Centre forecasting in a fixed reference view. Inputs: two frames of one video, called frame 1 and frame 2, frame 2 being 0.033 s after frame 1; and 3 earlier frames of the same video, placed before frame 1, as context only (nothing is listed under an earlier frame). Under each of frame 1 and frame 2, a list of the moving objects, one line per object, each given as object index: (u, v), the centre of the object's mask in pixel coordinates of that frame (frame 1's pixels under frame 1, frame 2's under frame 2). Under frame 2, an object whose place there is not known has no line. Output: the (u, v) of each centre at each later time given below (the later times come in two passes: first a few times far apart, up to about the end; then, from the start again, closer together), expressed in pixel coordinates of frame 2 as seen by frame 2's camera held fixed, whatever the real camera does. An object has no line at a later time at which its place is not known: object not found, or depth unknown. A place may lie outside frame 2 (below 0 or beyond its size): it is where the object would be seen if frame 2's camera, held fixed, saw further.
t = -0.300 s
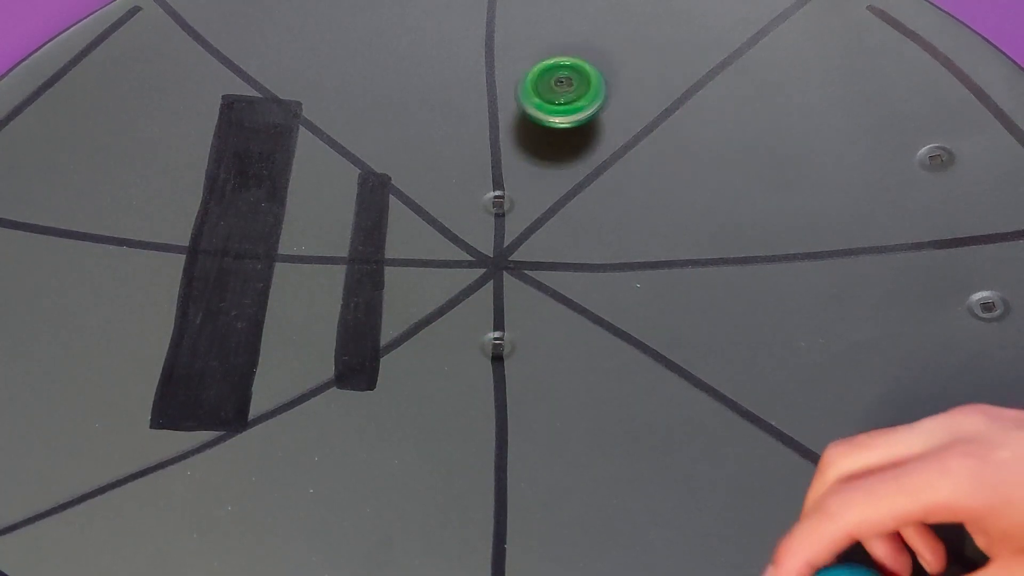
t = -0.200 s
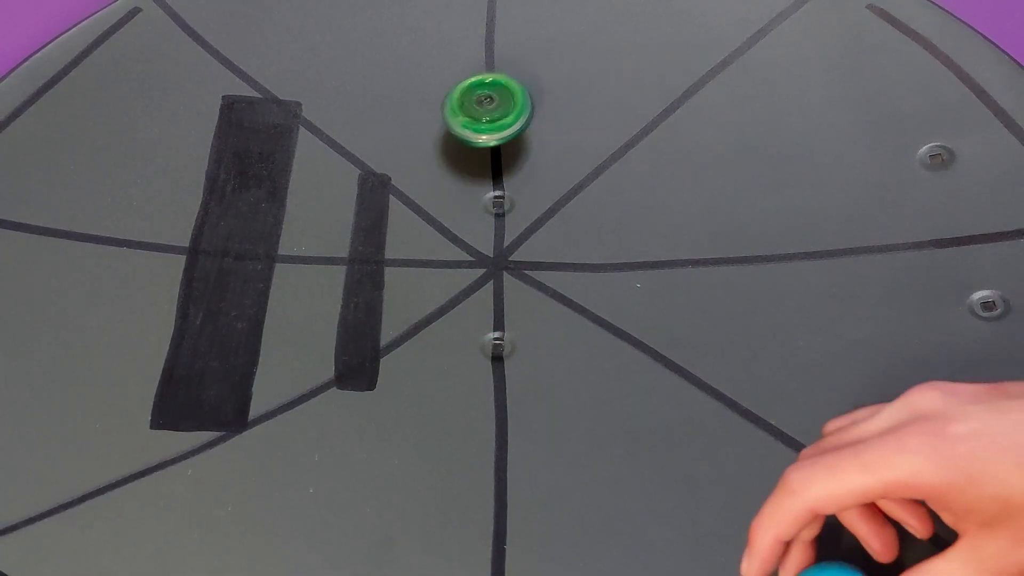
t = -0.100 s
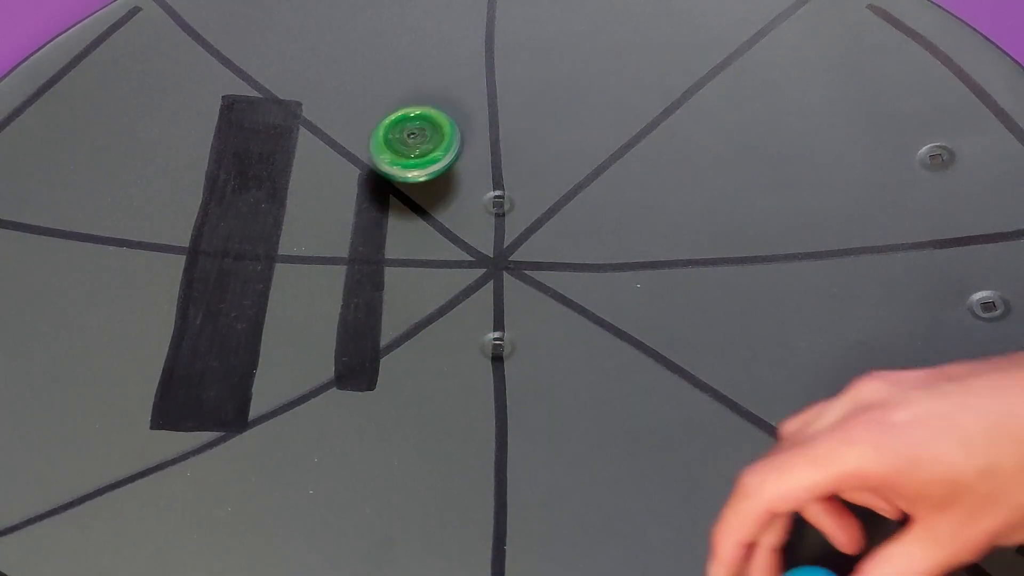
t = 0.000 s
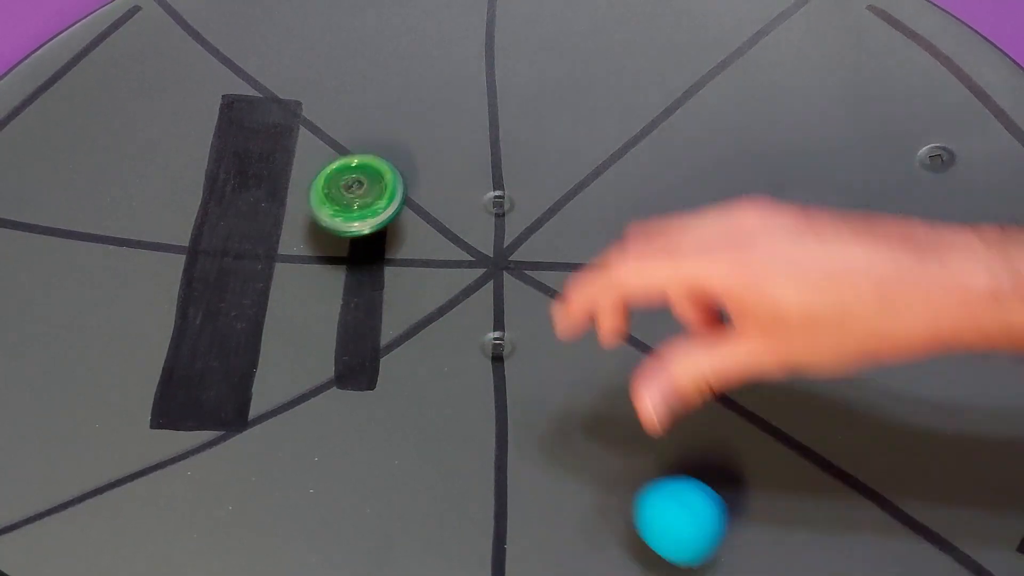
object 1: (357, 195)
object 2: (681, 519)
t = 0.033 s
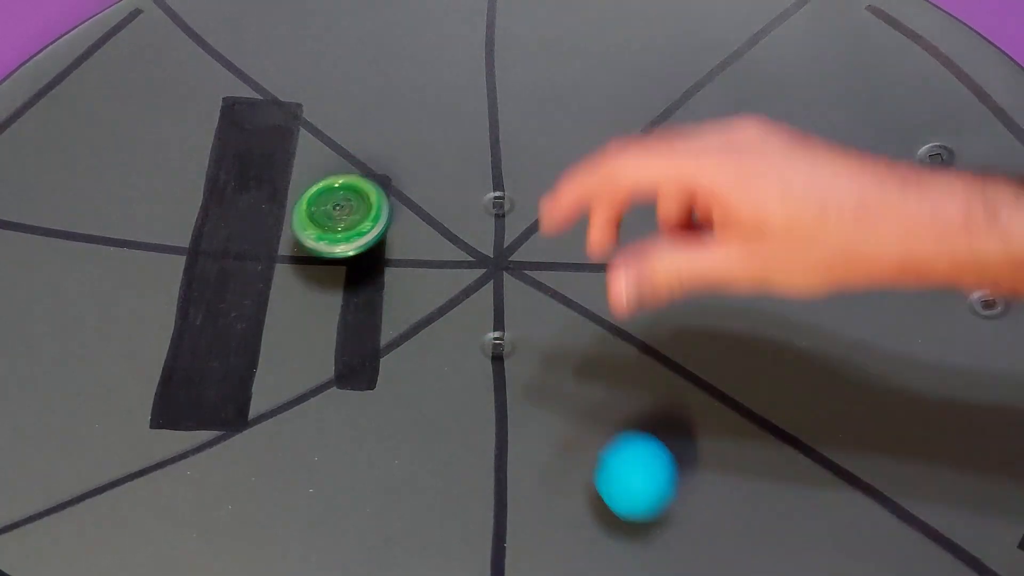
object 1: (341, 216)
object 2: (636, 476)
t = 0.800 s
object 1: (629, 389)
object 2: (392, 74)
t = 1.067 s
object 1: (681, 236)
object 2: (464, 171)
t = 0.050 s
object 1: (335, 227)
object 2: (618, 453)
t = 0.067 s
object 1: (329, 238)
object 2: (601, 433)
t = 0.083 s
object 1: (323, 248)
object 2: (583, 415)
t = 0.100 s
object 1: (319, 259)
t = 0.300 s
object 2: (424, 209)
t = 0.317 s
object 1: (330, 384)
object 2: (416, 198)
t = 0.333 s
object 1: (336, 394)
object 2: (409, 181)
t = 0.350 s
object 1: (342, 400)
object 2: (403, 168)
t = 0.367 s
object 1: (350, 407)
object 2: (398, 159)
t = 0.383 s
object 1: (357, 412)
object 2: (393, 152)
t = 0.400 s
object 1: (366, 418)
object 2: (387, 143)
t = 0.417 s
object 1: (375, 422)
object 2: (383, 132)
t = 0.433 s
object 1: (386, 428)
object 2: (380, 124)
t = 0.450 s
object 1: (397, 432)
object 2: (376, 116)
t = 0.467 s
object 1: (408, 436)
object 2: (373, 106)
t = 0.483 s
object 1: (421, 440)
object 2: (370, 98)
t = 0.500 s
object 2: (368, 91)
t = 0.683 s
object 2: (371, 49)
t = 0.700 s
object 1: (569, 424)
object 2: (374, 50)
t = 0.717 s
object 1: (579, 419)
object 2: (376, 52)
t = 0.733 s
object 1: (588, 414)
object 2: (379, 55)
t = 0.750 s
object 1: (599, 408)
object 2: (382, 59)
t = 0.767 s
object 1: (609, 402)
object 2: (385, 63)
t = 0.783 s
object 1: (619, 395)
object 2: (388, 68)
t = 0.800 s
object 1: (629, 389)
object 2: (392, 74)
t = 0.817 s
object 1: (638, 381)
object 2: (395, 80)
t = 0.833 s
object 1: (646, 373)
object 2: (398, 83)
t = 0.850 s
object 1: (655, 363)
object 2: (402, 88)
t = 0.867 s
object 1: (662, 354)
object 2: (406, 93)
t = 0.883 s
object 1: (669, 345)
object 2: (411, 98)
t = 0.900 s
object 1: (674, 336)
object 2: (416, 104)
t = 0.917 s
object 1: (679, 326)
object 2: (421, 110)
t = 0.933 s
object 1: (682, 316)
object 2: (426, 117)
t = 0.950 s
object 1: (684, 306)
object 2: (431, 124)
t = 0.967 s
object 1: (687, 296)
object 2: (435, 131)
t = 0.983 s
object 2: (440, 138)
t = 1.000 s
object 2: (445, 145)
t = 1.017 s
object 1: (688, 265)
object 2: (449, 152)
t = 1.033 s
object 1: (687, 256)
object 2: (454, 159)
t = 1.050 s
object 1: (684, 245)
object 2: (459, 165)
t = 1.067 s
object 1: (681, 236)
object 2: (464, 171)
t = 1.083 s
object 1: (678, 226)
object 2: (470, 179)
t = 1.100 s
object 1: (673, 217)
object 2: (475, 187)
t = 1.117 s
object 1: (668, 208)
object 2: (480, 196)
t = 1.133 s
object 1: (662, 199)
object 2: (486, 206)
